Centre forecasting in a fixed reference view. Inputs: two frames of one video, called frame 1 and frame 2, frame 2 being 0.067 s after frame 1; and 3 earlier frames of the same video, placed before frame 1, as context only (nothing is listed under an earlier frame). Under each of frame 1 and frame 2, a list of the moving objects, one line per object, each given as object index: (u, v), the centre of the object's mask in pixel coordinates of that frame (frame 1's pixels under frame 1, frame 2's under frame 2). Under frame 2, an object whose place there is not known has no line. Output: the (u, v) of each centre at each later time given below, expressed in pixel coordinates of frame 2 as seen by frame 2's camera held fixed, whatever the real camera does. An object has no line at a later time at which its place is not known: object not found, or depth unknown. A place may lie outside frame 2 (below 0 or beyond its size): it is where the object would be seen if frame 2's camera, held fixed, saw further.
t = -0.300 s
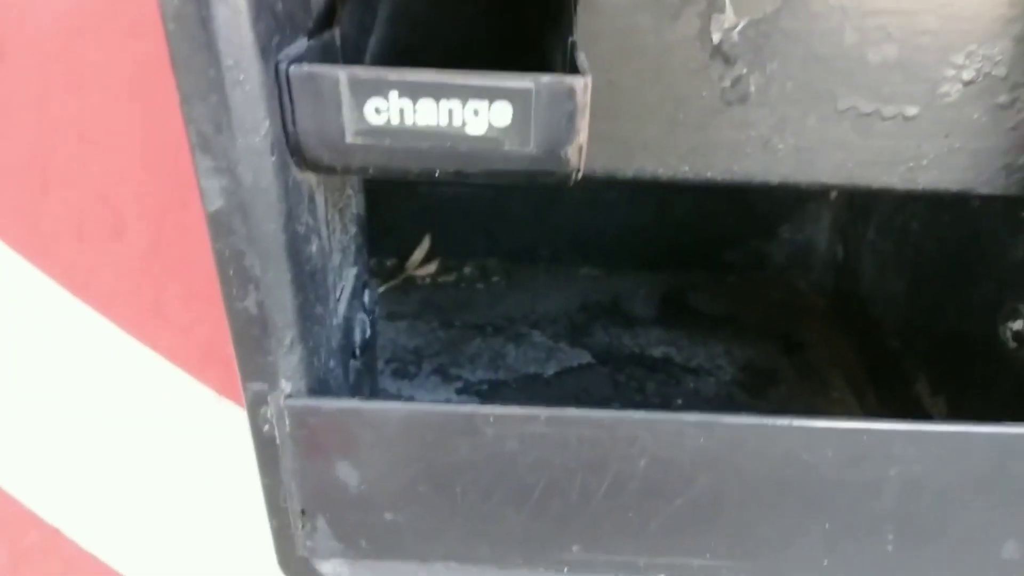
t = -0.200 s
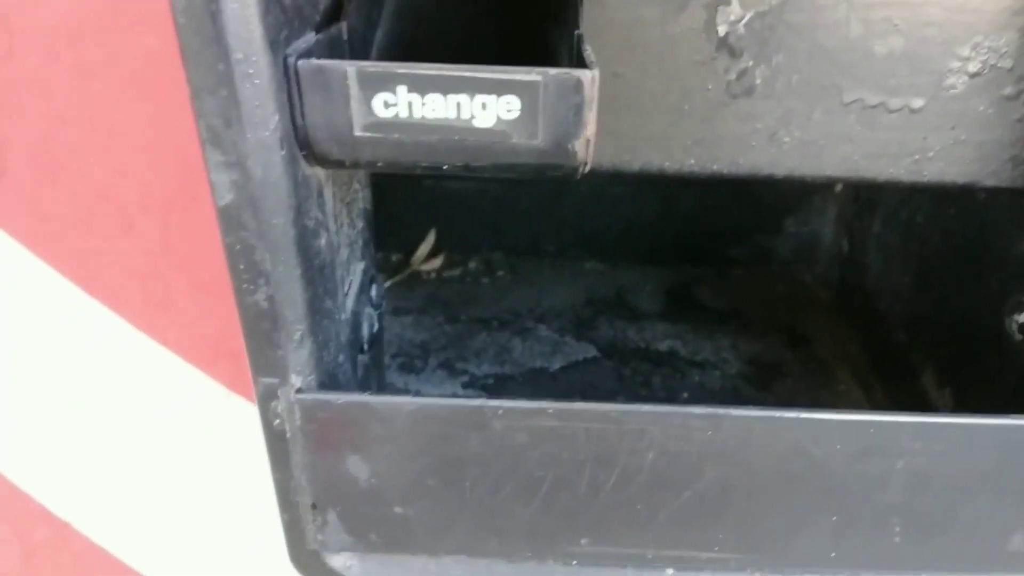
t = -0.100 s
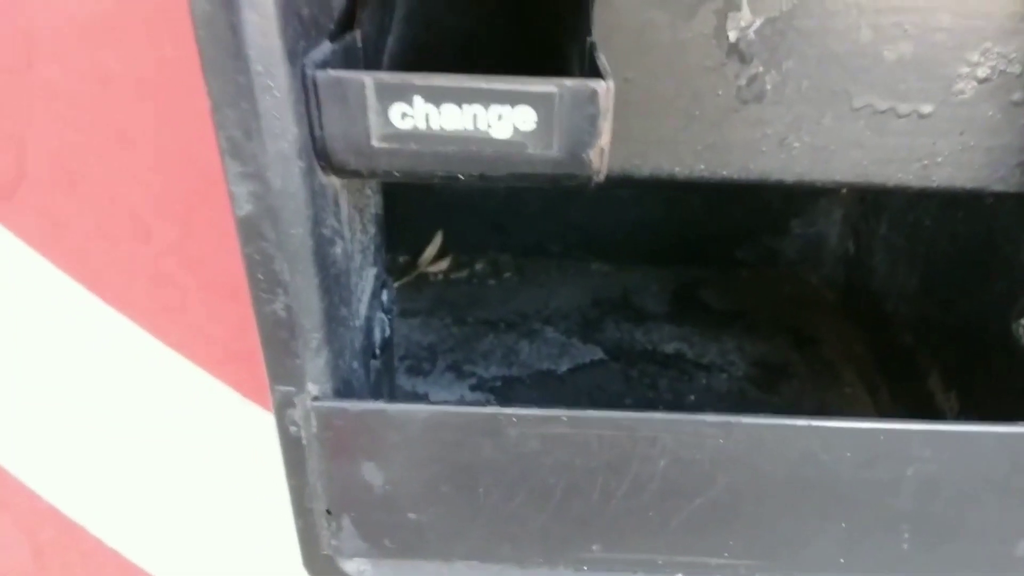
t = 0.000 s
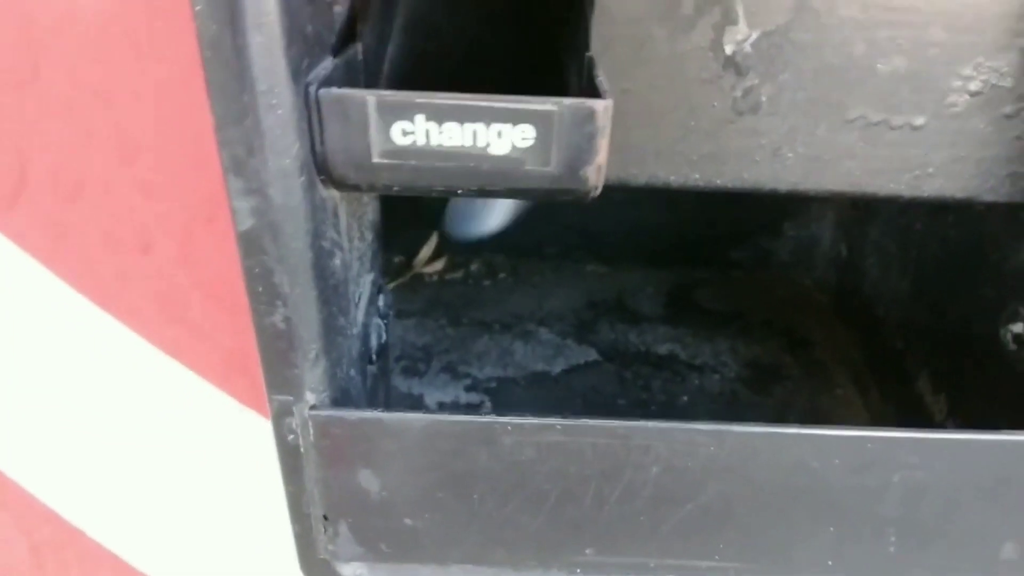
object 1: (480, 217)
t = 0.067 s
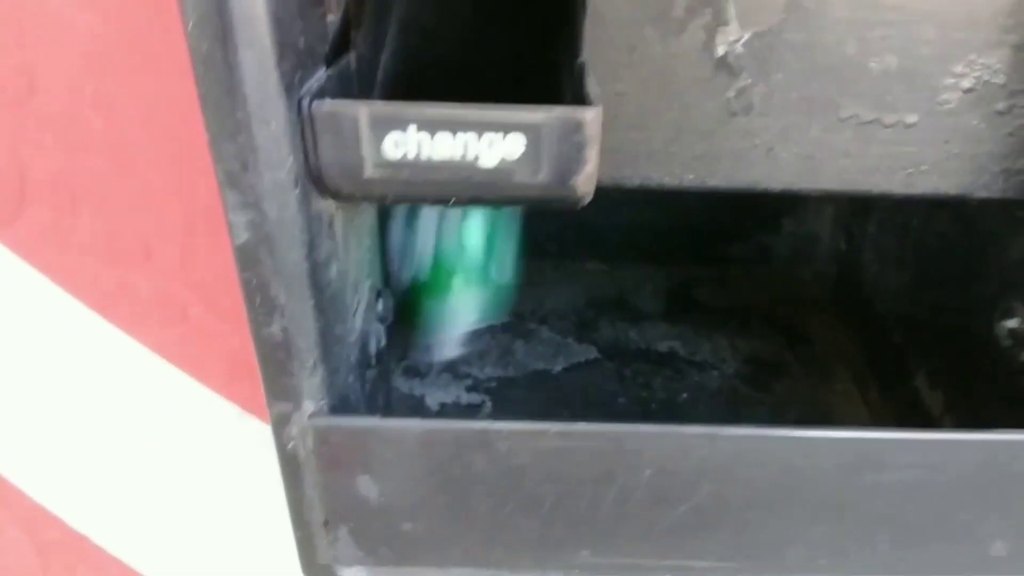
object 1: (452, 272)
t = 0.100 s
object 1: (448, 299)
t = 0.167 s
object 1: (464, 334)
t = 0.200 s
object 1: (470, 344)
